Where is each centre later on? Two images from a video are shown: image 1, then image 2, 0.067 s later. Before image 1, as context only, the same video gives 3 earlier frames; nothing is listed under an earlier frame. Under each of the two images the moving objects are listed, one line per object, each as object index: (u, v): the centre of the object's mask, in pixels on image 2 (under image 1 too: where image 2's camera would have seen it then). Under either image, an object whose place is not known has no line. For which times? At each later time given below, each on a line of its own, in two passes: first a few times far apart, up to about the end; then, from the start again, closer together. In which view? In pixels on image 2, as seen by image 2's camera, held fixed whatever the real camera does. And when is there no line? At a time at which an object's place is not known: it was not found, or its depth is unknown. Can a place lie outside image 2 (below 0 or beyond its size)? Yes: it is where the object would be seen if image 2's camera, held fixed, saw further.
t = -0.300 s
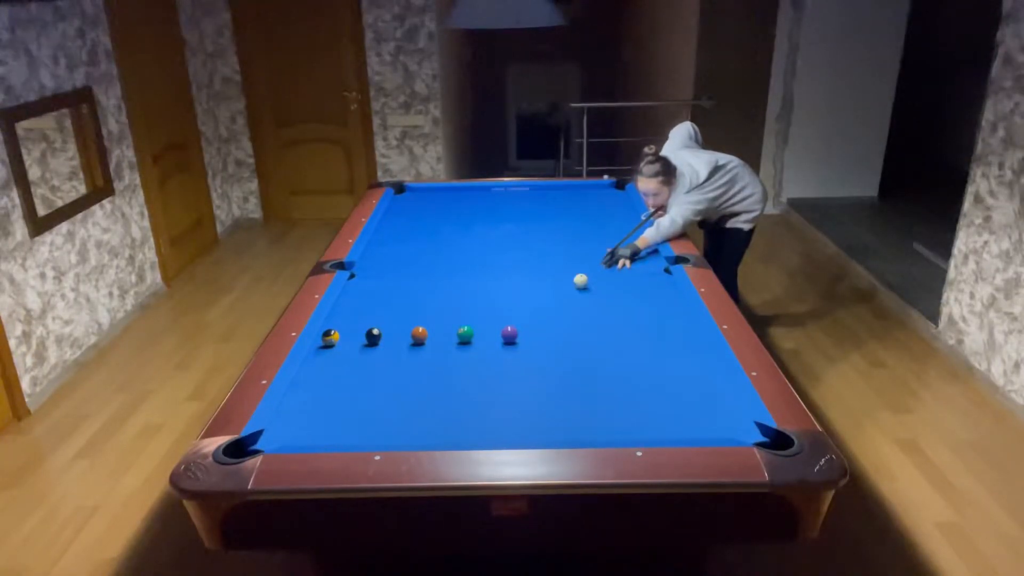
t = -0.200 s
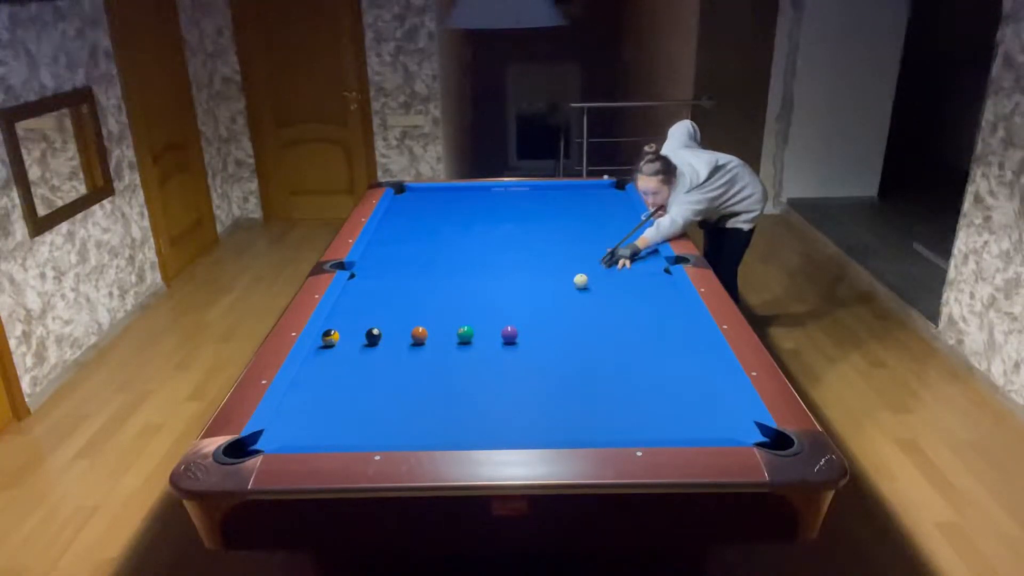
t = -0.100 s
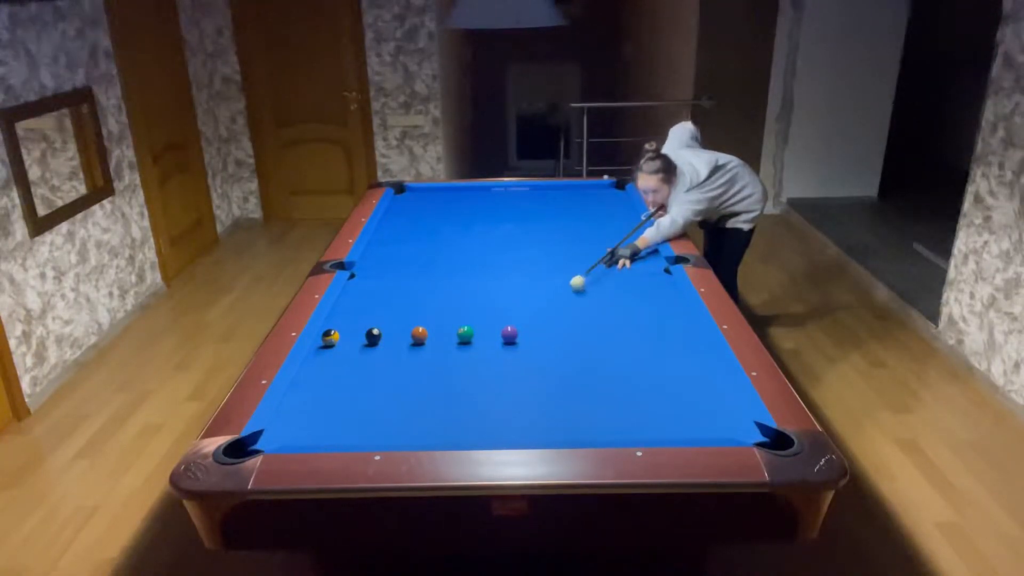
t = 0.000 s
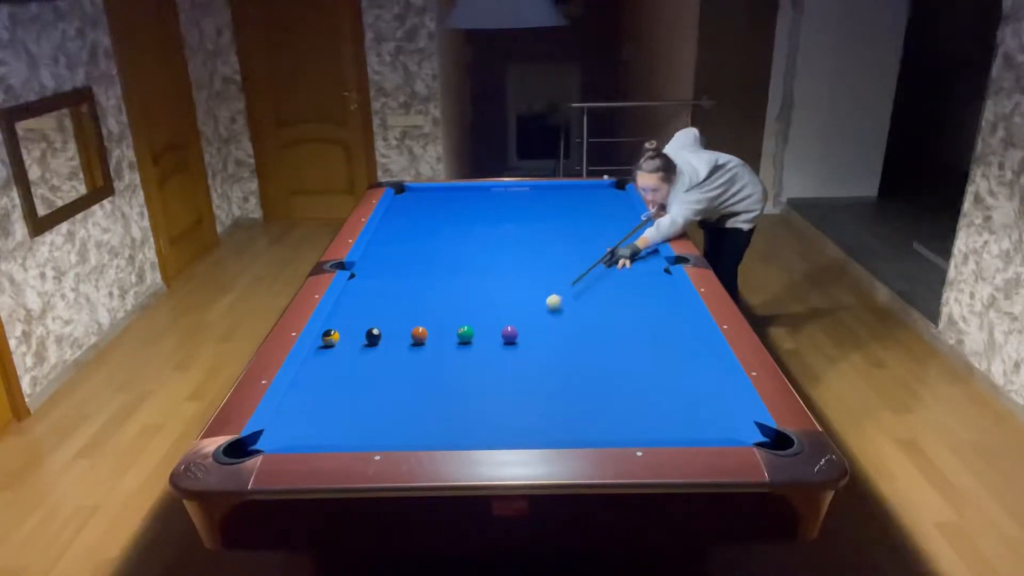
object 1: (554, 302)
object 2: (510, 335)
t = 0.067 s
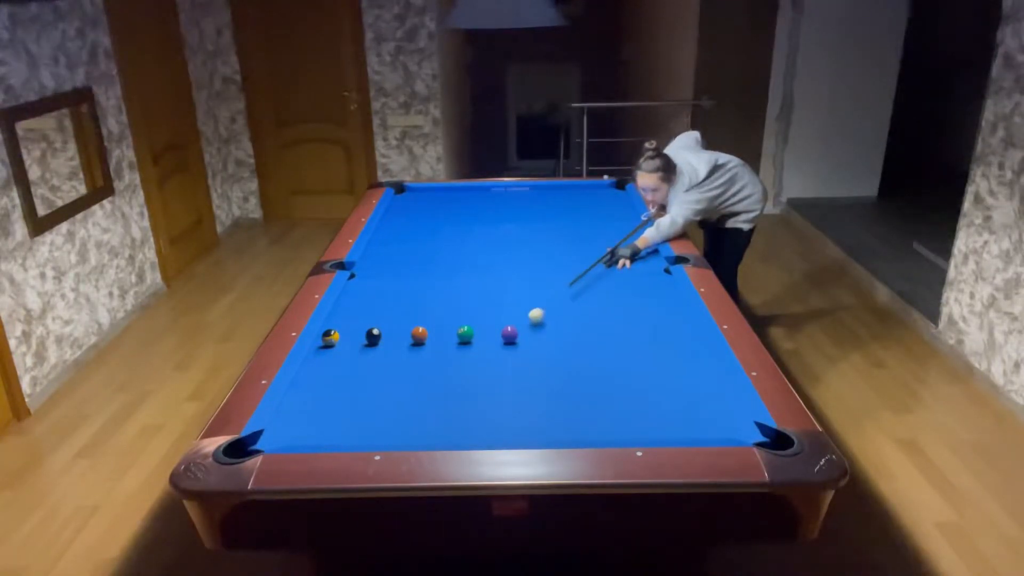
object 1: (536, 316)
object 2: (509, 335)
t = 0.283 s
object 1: (533, 343)
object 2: (443, 365)
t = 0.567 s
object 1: (536, 378)
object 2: (333, 412)
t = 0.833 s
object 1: (539, 416)
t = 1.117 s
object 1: (540, 426)
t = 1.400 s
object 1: (538, 399)
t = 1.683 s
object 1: (536, 378)
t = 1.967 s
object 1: (534, 360)
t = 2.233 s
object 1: (533, 345)
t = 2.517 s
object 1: (533, 332)
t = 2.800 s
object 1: (532, 320)
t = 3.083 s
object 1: (532, 310)
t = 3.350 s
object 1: (530, 301)
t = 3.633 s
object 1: (529, 293)
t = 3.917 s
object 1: (529, 286)
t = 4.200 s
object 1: (529, 280)
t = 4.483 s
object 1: (528, 274)
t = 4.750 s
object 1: (528, 270)
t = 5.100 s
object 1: (528, 265)
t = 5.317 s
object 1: (529, 262)
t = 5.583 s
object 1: (529, 259)
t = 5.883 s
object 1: (529, 257)
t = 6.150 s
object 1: (530, 255)
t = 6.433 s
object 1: (530, 253)
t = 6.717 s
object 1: (530, 253)
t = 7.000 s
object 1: (530, 252)
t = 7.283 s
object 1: (530, 252)
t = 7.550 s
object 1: (530, 252)
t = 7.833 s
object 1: (530, 252)
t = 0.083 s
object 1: (531, 319)
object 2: (509, 335)
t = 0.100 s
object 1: (527, 323)
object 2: (509, 335)
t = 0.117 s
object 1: (523, 327)
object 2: (509, 335)
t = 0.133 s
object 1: (523, 330)
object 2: (503, 337)
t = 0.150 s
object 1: (524, 331)
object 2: (496, 341)
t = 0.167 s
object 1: (526, 332)
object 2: (489, 344)
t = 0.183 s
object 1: (528, 334)
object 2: (483, 347)
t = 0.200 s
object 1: (529, 335)
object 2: (476, 350)
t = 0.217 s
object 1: (530, 337)
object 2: (469, 353)
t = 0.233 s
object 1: (531, 338)
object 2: (462, 356)
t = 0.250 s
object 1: (531, 339)
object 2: (456, 359)
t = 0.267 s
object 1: (532, 341)
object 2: (449, 362)
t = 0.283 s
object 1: (533, 343)
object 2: (443, 365)
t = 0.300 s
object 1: (533, 345)
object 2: (436, 368)
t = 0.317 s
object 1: (533, 347)
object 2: (430, 370)
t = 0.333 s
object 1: (533, 349)
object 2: (424, 373)
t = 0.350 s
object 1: (533, 350)
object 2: (417, 376)
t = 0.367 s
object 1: (533, 353)
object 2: (411, 378)
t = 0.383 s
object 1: (534, 355)
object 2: (404, 382)
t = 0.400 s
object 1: (534, 357)
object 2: (398, 384)
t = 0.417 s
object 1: (534, 358)
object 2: (392, 386)
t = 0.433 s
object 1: (534, 361)
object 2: (386, 389)
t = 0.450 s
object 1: (534, 363)
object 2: (379, 392)
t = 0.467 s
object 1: (534, 365)
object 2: (373, 395)
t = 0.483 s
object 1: (535, 367)
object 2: (366, 398)
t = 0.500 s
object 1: (535, 369)
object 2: (360, 401)
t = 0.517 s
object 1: (535, 371)
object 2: (353, 403)
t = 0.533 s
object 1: (535, 373)
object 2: (347, 406)
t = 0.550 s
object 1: (535, 375)
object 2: (340, 409)
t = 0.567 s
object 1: (536, 378)
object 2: (333, 412)
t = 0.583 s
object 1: (536, 380)
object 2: (326, 415)
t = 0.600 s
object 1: (536, 382)
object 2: (319, 418)
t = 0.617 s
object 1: (536, 384)
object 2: (312, 421)
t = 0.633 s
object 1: (536, 387)
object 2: (305, 424)
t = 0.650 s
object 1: (536, 389)
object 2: (298, 427)
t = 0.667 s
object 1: (536, 391)
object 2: (290, 430)
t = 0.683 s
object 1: (536, 393)
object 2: (283, 433)
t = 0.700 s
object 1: (537, 396)
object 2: (275, 437)
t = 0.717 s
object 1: (537, 398)
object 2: (266, 440)
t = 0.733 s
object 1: (537, 401)
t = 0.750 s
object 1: (538, 403)
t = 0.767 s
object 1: (538, 406)
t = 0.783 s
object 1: (538, 408)
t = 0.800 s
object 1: (538, 411)
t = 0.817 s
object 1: (538, 414)
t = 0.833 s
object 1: (539, 416)
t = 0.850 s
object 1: (539, 419)
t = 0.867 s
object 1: (539, 421)
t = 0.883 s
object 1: (539, 424)
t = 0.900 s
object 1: (539, 426)
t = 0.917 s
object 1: (540, 427)
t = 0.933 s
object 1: (540, 429)
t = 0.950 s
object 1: (540, 430)
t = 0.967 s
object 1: (540, 432)
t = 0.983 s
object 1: (540, 433)
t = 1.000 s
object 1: (540, 432)
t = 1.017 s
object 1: (540, 430)
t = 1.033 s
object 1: (540, 429)
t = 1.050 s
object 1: (540, 429)
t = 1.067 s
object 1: (540, 428)
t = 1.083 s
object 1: (540, 427)
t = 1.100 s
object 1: (540, 427)
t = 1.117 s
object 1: (540, 426)
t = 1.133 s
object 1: (540, 425)
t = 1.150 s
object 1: (539, 421)
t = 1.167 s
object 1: (539, 419)
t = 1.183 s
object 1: (539, 418)
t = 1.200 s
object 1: (539, 416)
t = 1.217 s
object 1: (539, 415)
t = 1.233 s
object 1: (539, 413)
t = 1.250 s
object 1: (539, 412)
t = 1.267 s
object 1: (539, 410)
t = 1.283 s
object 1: (539, 409)
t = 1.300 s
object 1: (538, 407)
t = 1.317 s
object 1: (538, 406)
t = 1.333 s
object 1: (539, 405)
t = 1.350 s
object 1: (538, 403)
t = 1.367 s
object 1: (538, 402)
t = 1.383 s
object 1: (538, 400)
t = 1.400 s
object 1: (538, 399)
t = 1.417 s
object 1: (538, 398)
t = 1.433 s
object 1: (538, 397)
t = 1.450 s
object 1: (537, 395)
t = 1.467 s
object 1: (537, 394)
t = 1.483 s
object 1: (537, 393)
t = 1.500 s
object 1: (537, 392)
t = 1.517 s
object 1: (537, 390)
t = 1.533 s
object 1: (537, 389)
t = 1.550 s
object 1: (536, 388)
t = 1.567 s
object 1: (536, 386)
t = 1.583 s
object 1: (536, 385)
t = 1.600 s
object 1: (536, 384)
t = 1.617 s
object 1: (536, 383)
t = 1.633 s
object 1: (536, 382)
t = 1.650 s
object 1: (536, 381)
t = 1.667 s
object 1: (536, 379)
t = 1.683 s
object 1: (536, 378)
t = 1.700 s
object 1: (535, 377)
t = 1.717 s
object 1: (535, 376)
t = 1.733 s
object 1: (535, 375)
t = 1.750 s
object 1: (535, 374)
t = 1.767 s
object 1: (535, 373)
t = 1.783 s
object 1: (535, 372)
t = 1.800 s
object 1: (535, 370)
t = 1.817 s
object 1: (535, 369)
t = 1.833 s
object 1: (535, 368)
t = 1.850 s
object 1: (535, 367)
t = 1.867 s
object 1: (535, 366)
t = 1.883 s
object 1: (534, 365)
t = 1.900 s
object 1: (534, 364)
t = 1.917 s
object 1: (534, 363)
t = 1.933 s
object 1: (534, 362)
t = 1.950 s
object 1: (534, 361)
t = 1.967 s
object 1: (534, 360)
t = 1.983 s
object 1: (534, 359)
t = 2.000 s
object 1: (534, 358)
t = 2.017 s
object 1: (534, 357)
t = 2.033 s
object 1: (534, 356)
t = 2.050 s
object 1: (534, 356)
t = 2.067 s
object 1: (534, 355)
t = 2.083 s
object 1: (533, 353)
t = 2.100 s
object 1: (533, 353)
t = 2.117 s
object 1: (533, 352)
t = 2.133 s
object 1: (533, 350)
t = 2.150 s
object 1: (533, 349)
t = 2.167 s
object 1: (533, 349)
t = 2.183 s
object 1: (533, 348)
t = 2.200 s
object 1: (533, 347)
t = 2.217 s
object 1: (533, 346)
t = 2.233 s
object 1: (533, 345)
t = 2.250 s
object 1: (533, 345)
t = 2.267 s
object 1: (533, 344)
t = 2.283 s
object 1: (533, 343)
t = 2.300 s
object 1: (533, 342)
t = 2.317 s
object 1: (533, 341)
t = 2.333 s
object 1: (533, 341)
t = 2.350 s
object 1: (533, 340)
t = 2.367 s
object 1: (533, 339)
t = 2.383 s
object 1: (533, 338)
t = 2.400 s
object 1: (533, 337)
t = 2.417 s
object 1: (533, 337)
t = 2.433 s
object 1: (533, 336)
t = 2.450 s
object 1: (533, 335)
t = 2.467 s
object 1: (533, 334)
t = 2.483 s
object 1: (533, 334)
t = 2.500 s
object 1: (533, 333)
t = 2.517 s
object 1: (533, 332)
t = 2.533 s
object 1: (533, 331)
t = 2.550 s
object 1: (533, 331)
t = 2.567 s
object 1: (533, 330)
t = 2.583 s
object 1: (533, 329)
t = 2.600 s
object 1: (533, 329)
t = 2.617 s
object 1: (533, 328)
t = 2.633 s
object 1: (532, 327)
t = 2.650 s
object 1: (533, 326)
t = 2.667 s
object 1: (533, 326)
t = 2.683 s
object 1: (532, 325)
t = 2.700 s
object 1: (532, 324)
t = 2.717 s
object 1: (532, 324)
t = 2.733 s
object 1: (532, 323)
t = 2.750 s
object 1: (532, 322)
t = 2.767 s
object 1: (532, 322)
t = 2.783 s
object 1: (532, 321)
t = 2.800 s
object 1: (532, 320)
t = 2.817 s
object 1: (532, 320)
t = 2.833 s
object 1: (532, 319)
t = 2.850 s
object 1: (532, 318)
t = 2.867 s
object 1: (532, 318)
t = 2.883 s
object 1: (532, 317)
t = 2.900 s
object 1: (532, 316)
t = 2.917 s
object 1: (532, 316)
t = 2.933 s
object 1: (532, 315)
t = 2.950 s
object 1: (532, 315)
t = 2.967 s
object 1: (532, 314)
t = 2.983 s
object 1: (531, 313)
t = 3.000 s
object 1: (531, 313)
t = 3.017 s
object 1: (531, 312)
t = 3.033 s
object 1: (531, 312)
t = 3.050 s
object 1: (531, 311)
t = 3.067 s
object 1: (531, 310)
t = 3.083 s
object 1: (532, 310)
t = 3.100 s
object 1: (531, 309)
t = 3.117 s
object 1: (531, 309)
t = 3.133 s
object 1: (531, 308)
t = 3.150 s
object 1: (531, 308)
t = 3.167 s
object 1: (531, 307)
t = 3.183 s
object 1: (531, 307)
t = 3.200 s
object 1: (531, 306)
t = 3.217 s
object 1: (531, 306)
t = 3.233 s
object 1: (531, 305)
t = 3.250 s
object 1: (531, 305)
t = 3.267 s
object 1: (531, 304)
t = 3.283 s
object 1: (530, 304)
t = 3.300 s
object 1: (530, 303)
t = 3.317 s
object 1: (530, 302)
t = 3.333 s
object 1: (530, 302)
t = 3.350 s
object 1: (530, 301)
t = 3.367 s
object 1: (530, 301)
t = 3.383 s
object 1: (530, 300)
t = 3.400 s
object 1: (530, 300)
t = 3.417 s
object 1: (530, 299)
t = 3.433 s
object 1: (530, 299)
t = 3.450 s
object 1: (530, 298)
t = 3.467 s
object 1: (530, 298)
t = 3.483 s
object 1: (530, 297)
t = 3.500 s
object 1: (530, 297)
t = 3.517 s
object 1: (530, 296)
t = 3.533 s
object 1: (530, 296)
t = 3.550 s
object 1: (530, 295)
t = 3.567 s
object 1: (529, 295)
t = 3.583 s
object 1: (529, 294)
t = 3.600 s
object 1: (530, 294)
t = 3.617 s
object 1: (529, 294)
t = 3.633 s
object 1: (529, 293)
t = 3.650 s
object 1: (529, 293)
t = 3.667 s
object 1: (529, 292)
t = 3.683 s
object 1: (529, 292)
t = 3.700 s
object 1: (529, 291)
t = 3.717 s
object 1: (529, 291)
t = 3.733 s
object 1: (529, 290)
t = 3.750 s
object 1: (529, 290)
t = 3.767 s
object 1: (529, 290)
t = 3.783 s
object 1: (529, 289)
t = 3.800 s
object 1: (529, 289)
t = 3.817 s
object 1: (529, 289)
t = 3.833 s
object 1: (529, 288)
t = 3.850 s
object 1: (529, 288)
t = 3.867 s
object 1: (529, 287)
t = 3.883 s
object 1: (529, 287)
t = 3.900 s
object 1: (529, 286)
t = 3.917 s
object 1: (529, 286)
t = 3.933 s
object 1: (529, 286)
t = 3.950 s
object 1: (529, 285)
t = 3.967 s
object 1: (529, 285)
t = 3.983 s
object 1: (529, 284)
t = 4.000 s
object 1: (529, 284)
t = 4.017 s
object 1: (529, 284)
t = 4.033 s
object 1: (529, 283)
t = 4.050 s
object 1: (529, 283)
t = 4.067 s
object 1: (529, 283)
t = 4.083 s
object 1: (529, 282)
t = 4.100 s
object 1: (529, 282)
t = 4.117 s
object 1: (529, 281)
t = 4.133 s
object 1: (529, 281)
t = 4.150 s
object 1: (529, 281)
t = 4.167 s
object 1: (529, 280)
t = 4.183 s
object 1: (529, 280)
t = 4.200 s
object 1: (529, 280)
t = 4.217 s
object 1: (529, 279)
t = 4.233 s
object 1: (528, 279)
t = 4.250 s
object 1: (528, 279)
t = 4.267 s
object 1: (529, 278)
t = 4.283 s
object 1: (528, 278)
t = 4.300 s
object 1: (528, 278)
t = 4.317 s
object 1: (528, 277)
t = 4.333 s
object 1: (528, 277)
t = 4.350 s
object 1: (528, 277)
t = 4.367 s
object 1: (528, 276)
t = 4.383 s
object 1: (528, 276)
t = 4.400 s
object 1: (528, 275)
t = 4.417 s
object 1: (528, 275)
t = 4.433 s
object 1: (528, 275)
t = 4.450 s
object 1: (528, 275)
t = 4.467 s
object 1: (528, 274)
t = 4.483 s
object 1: (528, 274)
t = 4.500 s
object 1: (528, 274)
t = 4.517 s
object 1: (528, 274)
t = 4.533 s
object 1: (528, 273)
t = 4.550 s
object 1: (528, 273)
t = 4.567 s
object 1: (528, 273)
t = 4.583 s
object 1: (528, 273)
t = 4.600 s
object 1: (528, 272)
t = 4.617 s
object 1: (528, 272)
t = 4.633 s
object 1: (528, 272)
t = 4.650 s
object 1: (528, 271)
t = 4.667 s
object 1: (528, 271)
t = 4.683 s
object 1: (528, 271)
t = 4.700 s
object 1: (528, 270)
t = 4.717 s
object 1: (528, 270)
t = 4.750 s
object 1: (528, 270)
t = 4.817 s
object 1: (528, 269)
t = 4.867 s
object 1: (528, 268)
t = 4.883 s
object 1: (528, 268)
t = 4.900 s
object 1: (528, 267)
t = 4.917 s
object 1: (528, 267)
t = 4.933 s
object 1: (528, 267)
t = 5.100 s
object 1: (528, 265)
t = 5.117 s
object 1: (528, 264)
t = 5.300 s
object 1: (529, 262)
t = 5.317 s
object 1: (529, 262)
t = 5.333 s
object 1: (529, 262)
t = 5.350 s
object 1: (529, 261)
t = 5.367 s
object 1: (529, 261)
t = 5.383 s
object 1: (529, 261)
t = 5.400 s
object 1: (529, 261)
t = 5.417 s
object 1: (529, 261)
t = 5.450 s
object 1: (529, 260)
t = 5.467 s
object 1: (529, 260)
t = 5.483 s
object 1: (529, 260)
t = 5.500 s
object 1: (529, 260)
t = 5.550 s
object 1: (529, 259)
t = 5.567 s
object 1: (529, 259)
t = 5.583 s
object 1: (529, 259)
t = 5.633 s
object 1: (529, 259)
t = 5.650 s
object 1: (529, 259)
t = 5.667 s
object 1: (529, 258)
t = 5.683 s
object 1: (529, 258)
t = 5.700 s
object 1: (529, 258)
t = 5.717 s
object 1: (529, 258)
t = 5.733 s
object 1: (529, 258)
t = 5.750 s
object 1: (529, 258)
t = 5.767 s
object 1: (529, 258)
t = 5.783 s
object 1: (529, 258)
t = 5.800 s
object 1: (529, 257)
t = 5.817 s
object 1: (529, 257)
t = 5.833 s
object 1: (529, 257)
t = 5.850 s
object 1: (529, 257)
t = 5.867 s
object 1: (529, 257)
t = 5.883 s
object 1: (529, 257)
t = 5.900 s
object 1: (529, 256)
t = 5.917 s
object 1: (529, 256)
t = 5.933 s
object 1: (529, 256)
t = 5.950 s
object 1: (529, 256)
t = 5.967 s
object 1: (529, 256)
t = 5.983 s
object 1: (529, 256)
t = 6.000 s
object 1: (529, 256)
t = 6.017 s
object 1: (529, 256)
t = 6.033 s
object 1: (529, 256)
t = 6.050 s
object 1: (529, 256)
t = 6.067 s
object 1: (529, 256)
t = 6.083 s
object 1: (529, 255)
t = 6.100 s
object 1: (529, 255)
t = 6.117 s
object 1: (529, 255)
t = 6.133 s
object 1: (529, 255)
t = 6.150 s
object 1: (530, 255)
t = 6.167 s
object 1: (530, 255)
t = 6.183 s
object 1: (530, 255)
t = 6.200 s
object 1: (530, 255)
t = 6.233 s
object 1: (530, 254)
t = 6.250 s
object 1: (530, 254)
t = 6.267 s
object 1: (530, 254)
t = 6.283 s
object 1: (530, 254)
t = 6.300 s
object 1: (530, 254)
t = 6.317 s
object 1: (530, 254)
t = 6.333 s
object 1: (530, 254)
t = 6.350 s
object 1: (530, 254)
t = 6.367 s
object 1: (530, 254)
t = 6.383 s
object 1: (530, 254)
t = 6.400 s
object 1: (530, 254)
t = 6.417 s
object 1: (530, 254)
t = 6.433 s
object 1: (530, 253)
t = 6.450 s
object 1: (530, 253)
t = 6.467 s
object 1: (530, 253)
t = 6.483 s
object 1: (530, 253)
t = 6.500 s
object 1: (530, 253)
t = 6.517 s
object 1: (530, 253)
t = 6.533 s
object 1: (530, 253)
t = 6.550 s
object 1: (530, 253)
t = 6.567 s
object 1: (530, 253)
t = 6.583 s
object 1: (530, 253)
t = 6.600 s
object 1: (530, 253)
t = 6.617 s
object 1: (530, 253)
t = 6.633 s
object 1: (530, 253)
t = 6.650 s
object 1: (530, 253)
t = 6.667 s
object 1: (530, 253)
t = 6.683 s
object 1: (530, 253)
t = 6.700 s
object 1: (530, 253)
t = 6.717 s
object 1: (530, 253)
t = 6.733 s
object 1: (530, 253)
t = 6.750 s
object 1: (530, 252)
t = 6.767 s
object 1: (530, 252)
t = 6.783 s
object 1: (530, 252)
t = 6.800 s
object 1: (530, 252)
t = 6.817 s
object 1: (530, 252)
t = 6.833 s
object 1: (530, 252)
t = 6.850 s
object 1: (530, 252)
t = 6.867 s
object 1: (530, 252)
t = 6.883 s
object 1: (530, 252)
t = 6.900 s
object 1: (530, 252)
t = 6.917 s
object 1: (530, 252)
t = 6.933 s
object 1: (530, 252)
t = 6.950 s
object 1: (530, 252)
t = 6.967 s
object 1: (530, 252)
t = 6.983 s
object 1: (530, 252)
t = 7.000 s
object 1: (530, 252)
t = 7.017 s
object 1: (530, 252)
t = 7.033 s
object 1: (530, 252)
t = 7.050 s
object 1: (530, 252)
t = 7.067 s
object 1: (530, 252)
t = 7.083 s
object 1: (530, 252)
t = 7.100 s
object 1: (530, 252)
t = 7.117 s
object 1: (530, 252)
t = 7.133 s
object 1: (530, 252)
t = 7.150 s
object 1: (530, 252)
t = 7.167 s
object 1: (530, 252)
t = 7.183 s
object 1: (530, 252)
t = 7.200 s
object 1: (530, 252)
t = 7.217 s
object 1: (530, 252)
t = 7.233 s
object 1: (530, 252)
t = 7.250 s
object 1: (530, 252)
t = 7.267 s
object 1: (530, 252)
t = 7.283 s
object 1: (530, 252)
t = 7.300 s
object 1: (530, 252)
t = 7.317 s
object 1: (530, 252)
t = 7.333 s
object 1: (530, 252)
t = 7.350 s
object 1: (530, 252)
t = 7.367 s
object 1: (530, 252)
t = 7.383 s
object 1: (530, 252)
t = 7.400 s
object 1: (530, 252)
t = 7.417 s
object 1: (530, 252)
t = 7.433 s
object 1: (530, 252)
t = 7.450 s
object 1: (530, 252)
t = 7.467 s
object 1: (530, 252)
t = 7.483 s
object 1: (530, 252)
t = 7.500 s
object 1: (530, 252)
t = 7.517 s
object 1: (530, 252)
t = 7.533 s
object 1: (530, 252)
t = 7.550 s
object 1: (530, 252)
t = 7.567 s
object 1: (530, 252)
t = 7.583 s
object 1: (530, 252)
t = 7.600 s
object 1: (530, 252)
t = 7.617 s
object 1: (530, 252)
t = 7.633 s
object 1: (530, 252)
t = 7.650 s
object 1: (530, 252)
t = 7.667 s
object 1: (530, 252)
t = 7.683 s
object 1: (530, 252)
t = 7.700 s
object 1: (530, 252)
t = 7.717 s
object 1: (530, 252)
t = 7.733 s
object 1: (530, 252)
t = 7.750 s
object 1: (530, 252)
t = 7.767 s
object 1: (530, 252)
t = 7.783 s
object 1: (530, 252)
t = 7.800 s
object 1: (530, 252)
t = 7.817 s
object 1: (530, 252)
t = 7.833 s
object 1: (530, 252)
